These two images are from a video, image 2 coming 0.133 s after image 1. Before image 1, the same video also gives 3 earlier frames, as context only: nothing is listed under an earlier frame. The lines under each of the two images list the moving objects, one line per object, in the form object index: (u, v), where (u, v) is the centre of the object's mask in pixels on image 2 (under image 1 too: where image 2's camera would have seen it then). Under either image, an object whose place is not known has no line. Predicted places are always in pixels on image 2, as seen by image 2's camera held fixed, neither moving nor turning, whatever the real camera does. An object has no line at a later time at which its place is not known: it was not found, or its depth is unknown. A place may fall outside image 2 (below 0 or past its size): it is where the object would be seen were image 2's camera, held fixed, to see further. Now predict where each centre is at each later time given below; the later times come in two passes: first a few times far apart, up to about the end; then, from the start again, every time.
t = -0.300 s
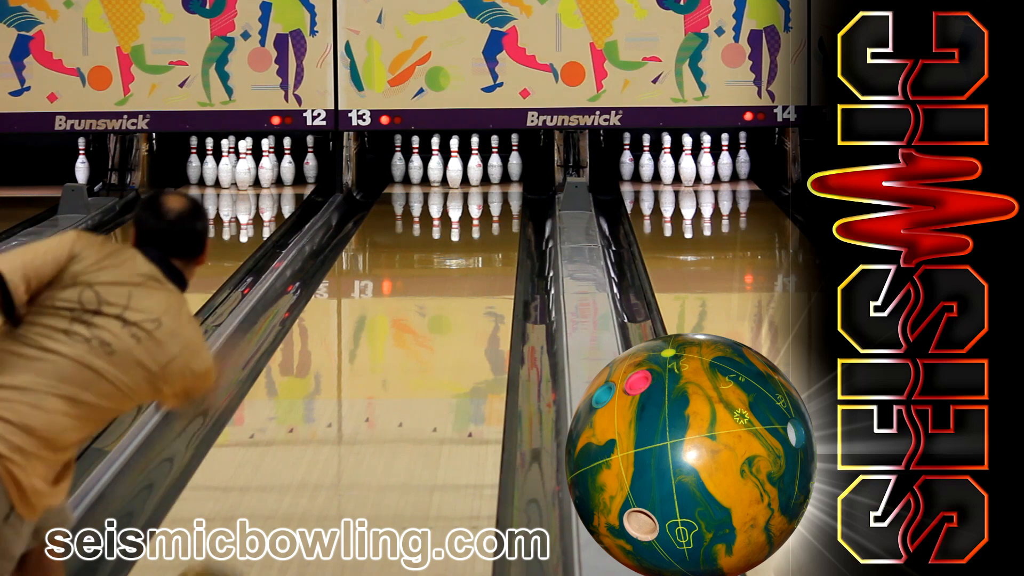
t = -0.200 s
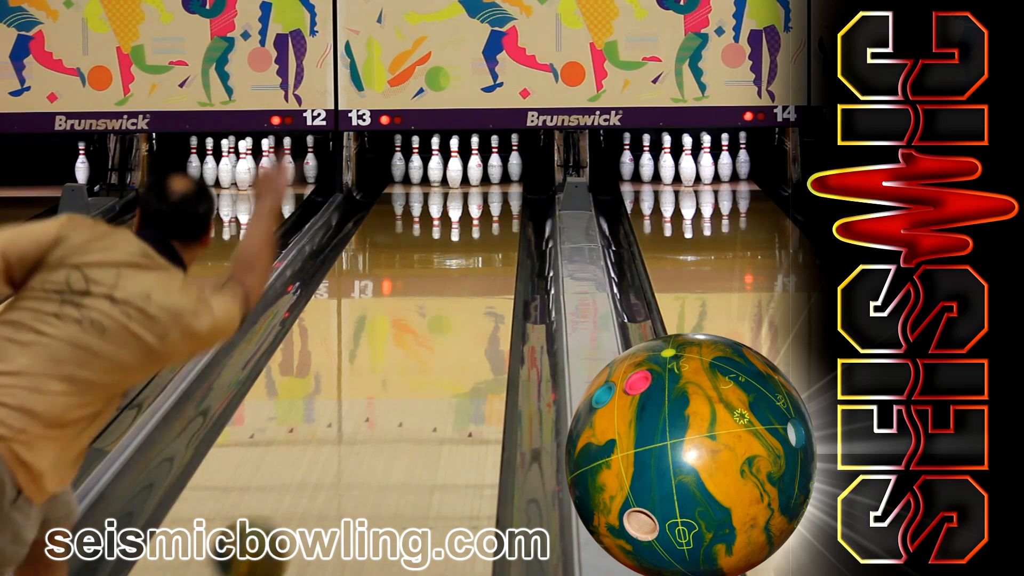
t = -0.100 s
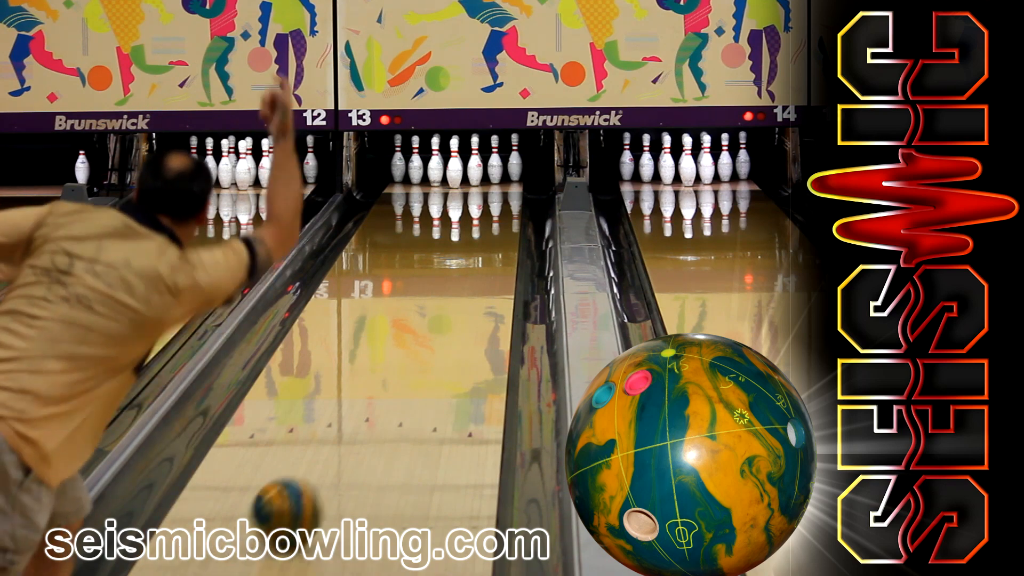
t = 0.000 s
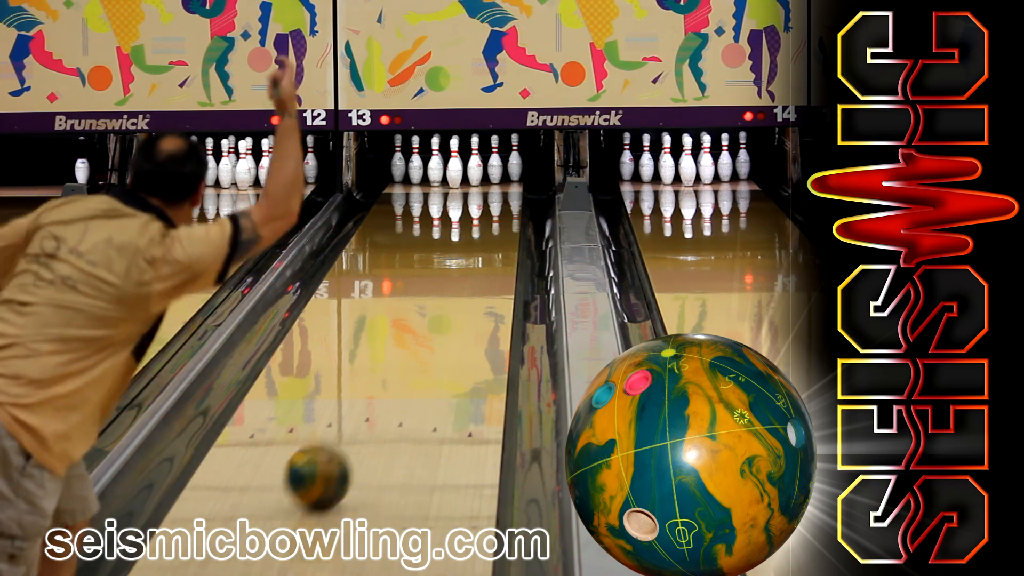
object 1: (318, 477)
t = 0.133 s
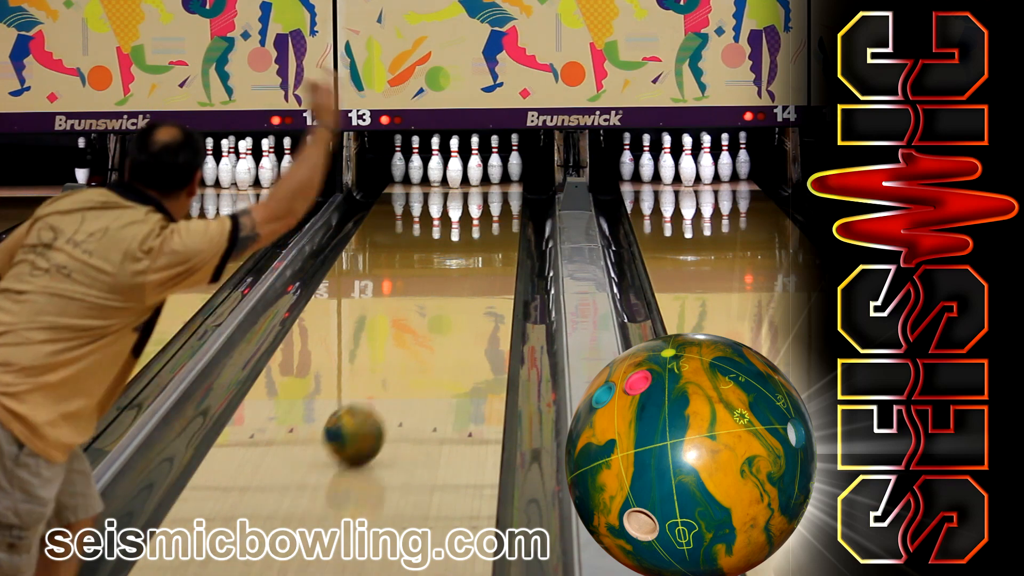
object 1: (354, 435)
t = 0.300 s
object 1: (391, 392)
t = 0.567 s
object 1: (437, 336)
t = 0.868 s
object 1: (475, 289)
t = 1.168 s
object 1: (498, 252)
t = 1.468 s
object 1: (507, 224)
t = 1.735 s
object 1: (498, 206)
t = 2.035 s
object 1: (479, 187)
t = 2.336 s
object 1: (471, 172)
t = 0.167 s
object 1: (362, 425)
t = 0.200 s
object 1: (370, 416)
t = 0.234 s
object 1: (377, 408)
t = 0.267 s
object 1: (385, 399)
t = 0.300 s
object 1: (391, 392)
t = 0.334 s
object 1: (398, 384)
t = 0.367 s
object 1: (404, 376)
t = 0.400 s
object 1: (411, 369)
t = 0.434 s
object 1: (416, 362)
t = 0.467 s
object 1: (422, 355)
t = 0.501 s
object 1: (427, 348)
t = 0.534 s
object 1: (432, 342)
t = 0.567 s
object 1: (437, 336)
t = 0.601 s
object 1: (442, 330)
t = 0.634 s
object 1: (447, 324)
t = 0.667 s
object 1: (451, 319)
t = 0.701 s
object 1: (456, 313)
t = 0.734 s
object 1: (460, 308)
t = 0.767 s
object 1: (464, 303)
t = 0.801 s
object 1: (467, 298)
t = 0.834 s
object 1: (471, 294)
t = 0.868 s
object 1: (475, 289)
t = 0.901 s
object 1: (478, 284)
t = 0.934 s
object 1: (481, 280)
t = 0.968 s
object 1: (484, 275)
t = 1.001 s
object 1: (487, 271)
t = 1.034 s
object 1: (490, 267)
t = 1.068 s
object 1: (492, 263)
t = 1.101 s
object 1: (495, 259)
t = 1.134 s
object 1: (496, 256)
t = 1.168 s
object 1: (498, 252)
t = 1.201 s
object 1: (499, 249)
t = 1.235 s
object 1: (501, 246)
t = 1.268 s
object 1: (502, 242)
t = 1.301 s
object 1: (503, 239)
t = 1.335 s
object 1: (505, 235)
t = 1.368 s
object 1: (505, 233)
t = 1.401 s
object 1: (506, 230)
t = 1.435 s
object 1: (506, 227)
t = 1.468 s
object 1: (507, 224)
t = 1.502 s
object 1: (506, 222)
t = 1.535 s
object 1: (506, 219)
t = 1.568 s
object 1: (505, 216)
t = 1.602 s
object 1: (504, 214)
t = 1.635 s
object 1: (504, 212)
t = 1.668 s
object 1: (502, 209)
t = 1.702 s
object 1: (500, 207)
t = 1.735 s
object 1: (498, 206)
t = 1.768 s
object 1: (497, 204)
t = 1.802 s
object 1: (495, 202)
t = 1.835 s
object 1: (493, 199)
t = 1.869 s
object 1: (491, 197)
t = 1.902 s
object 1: (488, 195)
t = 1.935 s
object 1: (486, 192)
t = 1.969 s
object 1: (484, 190)
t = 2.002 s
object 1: (482, 189)
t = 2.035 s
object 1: (479, 187)
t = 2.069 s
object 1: (477, 184)
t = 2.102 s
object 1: (476, 183)
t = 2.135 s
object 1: (473, 181)
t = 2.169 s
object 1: (472, 179)
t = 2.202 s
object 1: (470, 177)
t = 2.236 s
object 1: (468, 176)
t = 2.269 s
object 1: (470, 174)
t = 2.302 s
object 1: (471, 173)
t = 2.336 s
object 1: (471, 172)
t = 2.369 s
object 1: (472, 171)
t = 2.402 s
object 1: (474, 170)
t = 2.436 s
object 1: (477, 170)
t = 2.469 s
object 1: (479, 168)
